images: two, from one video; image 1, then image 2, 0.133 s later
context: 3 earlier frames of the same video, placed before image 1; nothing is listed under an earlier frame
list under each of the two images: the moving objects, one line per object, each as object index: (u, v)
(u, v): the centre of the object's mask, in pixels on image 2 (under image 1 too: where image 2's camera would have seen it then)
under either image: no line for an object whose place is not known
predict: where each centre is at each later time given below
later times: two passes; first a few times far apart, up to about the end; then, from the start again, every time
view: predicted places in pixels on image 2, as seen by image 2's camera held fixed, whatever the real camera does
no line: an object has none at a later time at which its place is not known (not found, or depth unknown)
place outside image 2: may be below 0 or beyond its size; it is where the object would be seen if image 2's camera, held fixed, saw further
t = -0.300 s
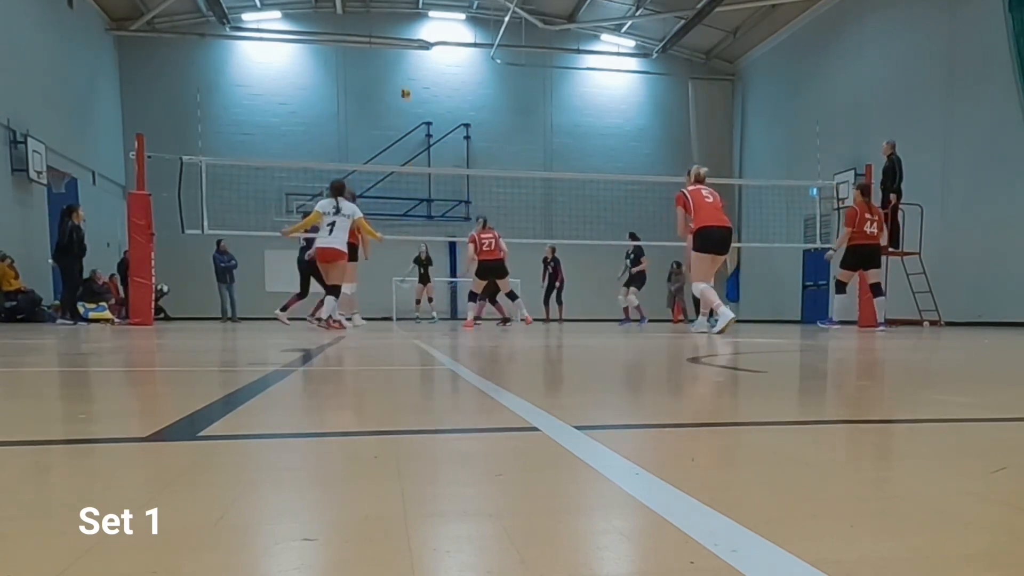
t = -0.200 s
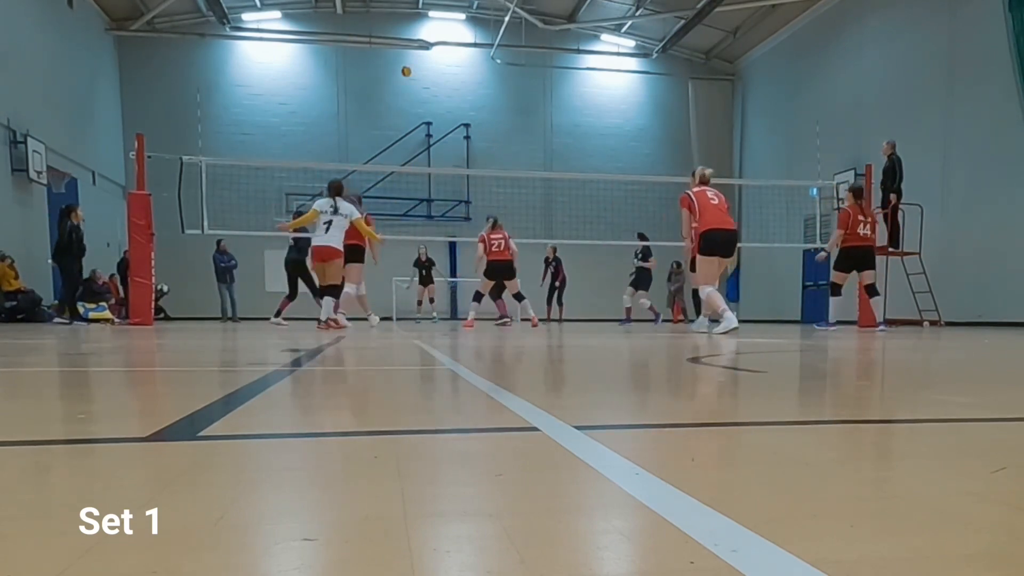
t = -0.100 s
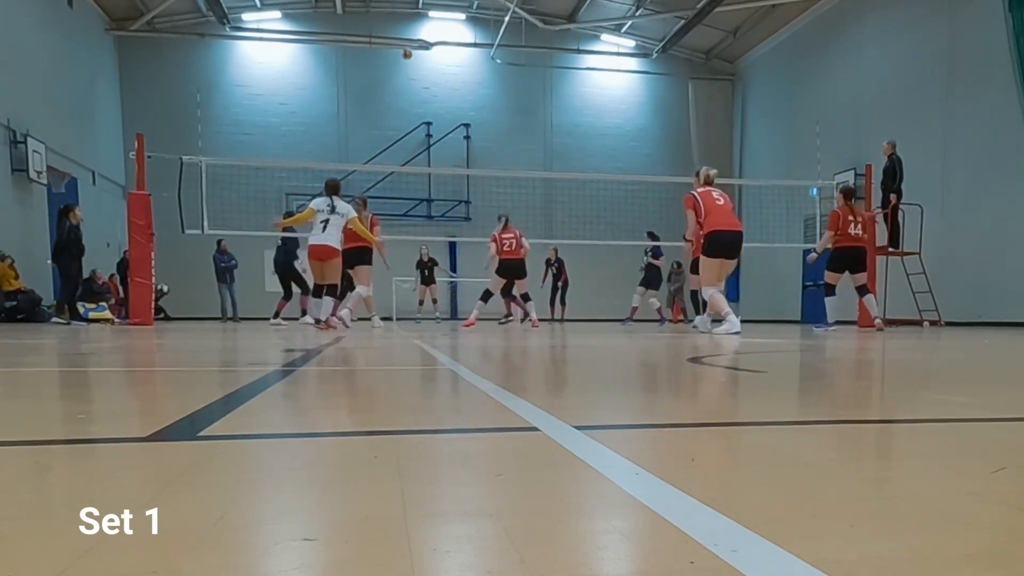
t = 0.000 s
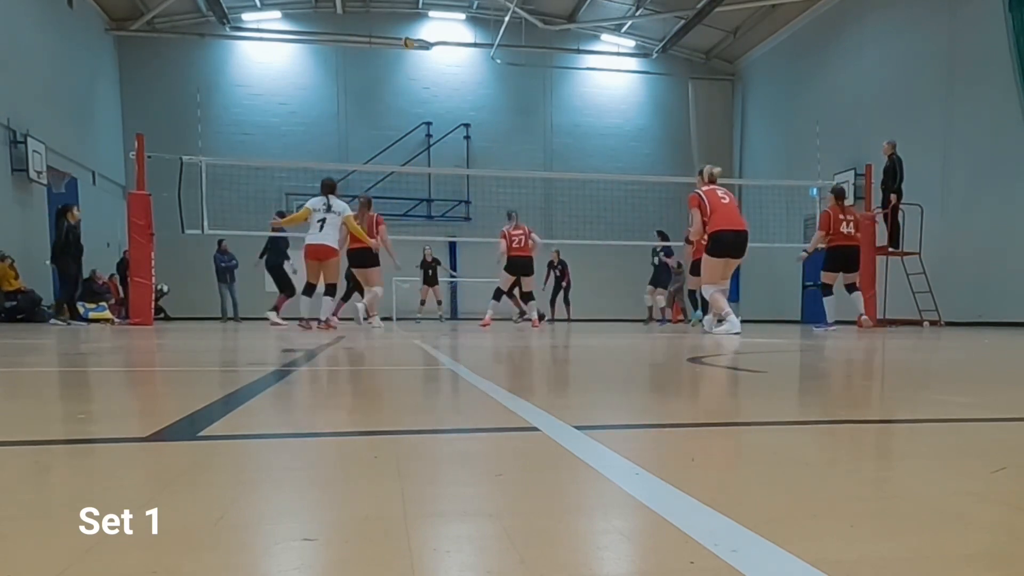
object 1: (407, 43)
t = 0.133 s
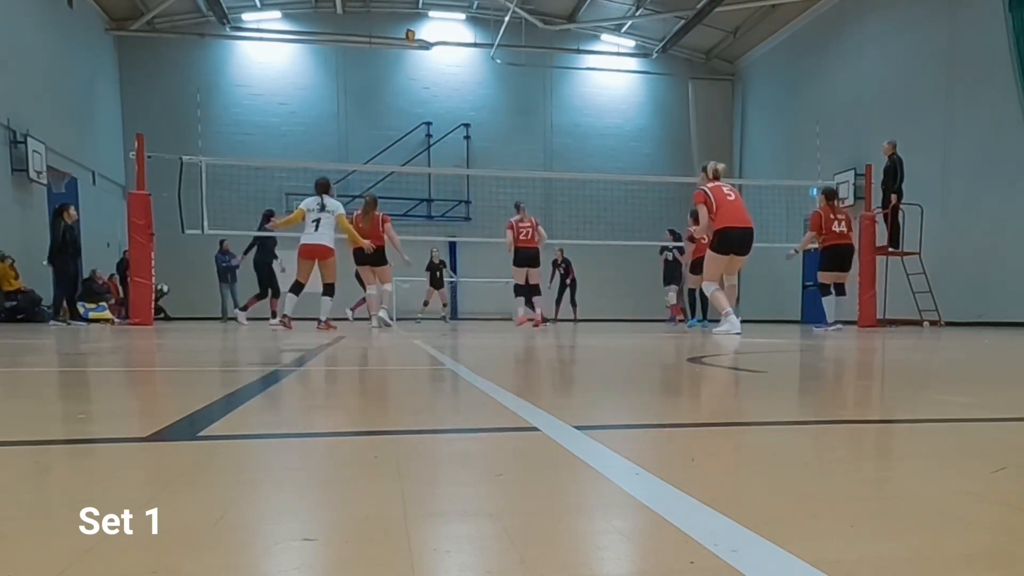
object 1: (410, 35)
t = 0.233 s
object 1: (411, 34)
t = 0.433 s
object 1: (414, 50)
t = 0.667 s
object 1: (418, 93)
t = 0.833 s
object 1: (422, 143)
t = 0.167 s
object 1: (410, 34)
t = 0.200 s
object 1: (411, 34)
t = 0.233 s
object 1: (411, 34)
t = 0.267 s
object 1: (412, 36)
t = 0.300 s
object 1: (412, 37)
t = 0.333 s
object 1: (413, 40)
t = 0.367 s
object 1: (414, 43)
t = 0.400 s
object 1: (414, 46)
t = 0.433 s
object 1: (414, 50)
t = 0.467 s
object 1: (415, 55)
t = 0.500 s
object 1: (415, 61)
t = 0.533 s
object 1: (415, 64)
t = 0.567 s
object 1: (416, 70)
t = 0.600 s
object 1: (417, 77)
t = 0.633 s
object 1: (418, 85)
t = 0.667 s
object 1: (418, 93)
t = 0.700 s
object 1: (419, 103)
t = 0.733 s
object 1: (420, 111)
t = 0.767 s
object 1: (421, 122)
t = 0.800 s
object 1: (422, 132)
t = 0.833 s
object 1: (422, 143)
